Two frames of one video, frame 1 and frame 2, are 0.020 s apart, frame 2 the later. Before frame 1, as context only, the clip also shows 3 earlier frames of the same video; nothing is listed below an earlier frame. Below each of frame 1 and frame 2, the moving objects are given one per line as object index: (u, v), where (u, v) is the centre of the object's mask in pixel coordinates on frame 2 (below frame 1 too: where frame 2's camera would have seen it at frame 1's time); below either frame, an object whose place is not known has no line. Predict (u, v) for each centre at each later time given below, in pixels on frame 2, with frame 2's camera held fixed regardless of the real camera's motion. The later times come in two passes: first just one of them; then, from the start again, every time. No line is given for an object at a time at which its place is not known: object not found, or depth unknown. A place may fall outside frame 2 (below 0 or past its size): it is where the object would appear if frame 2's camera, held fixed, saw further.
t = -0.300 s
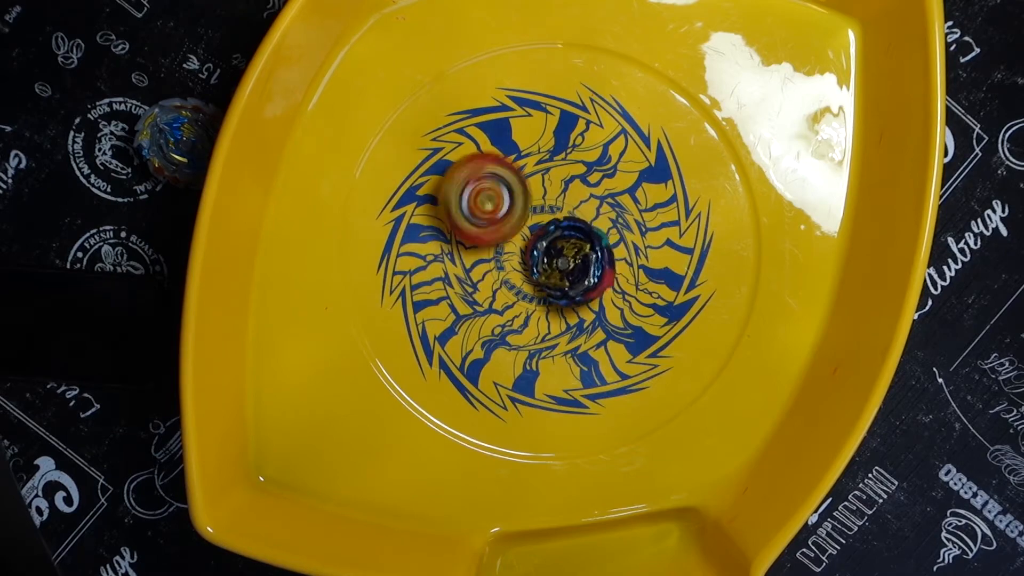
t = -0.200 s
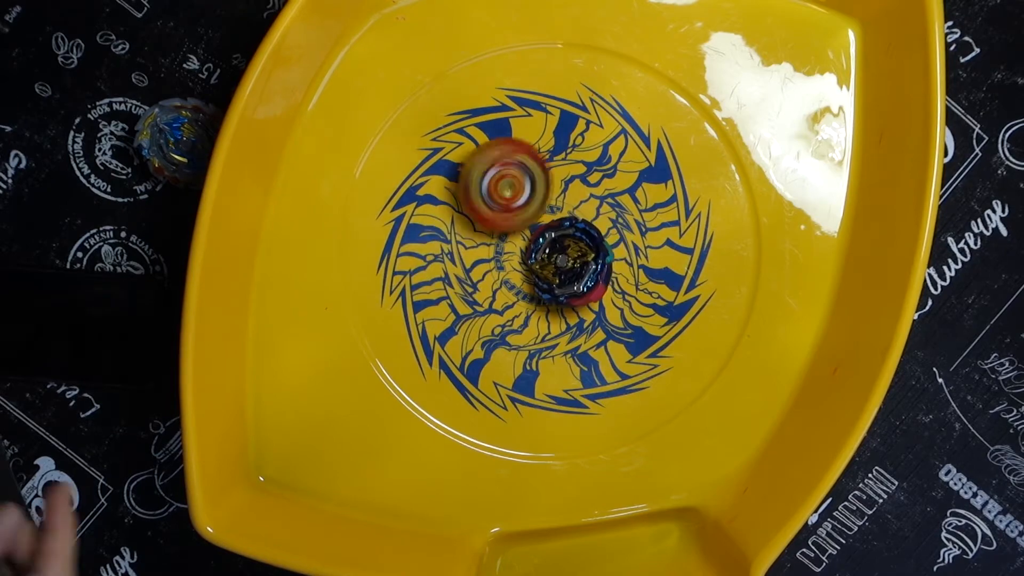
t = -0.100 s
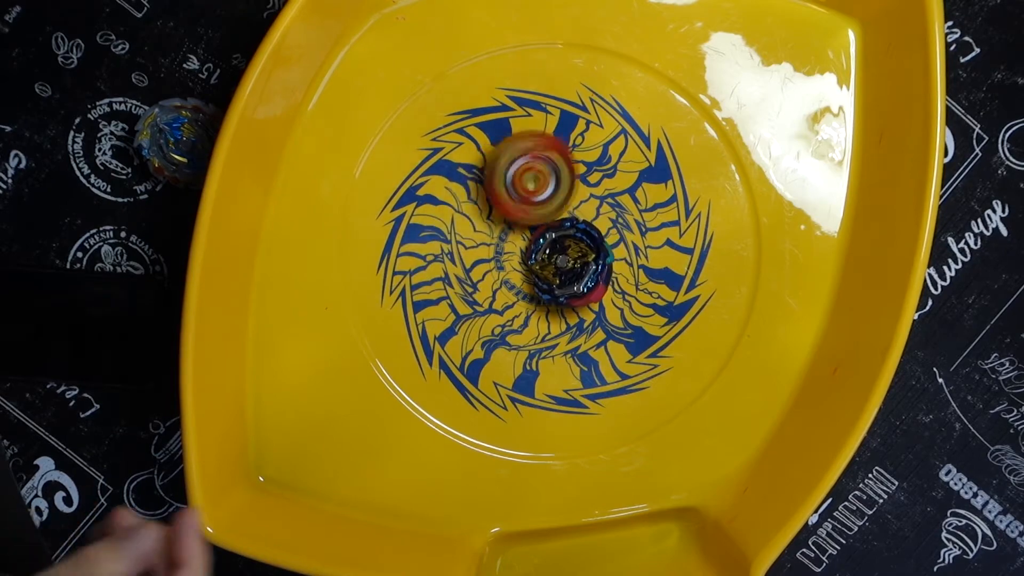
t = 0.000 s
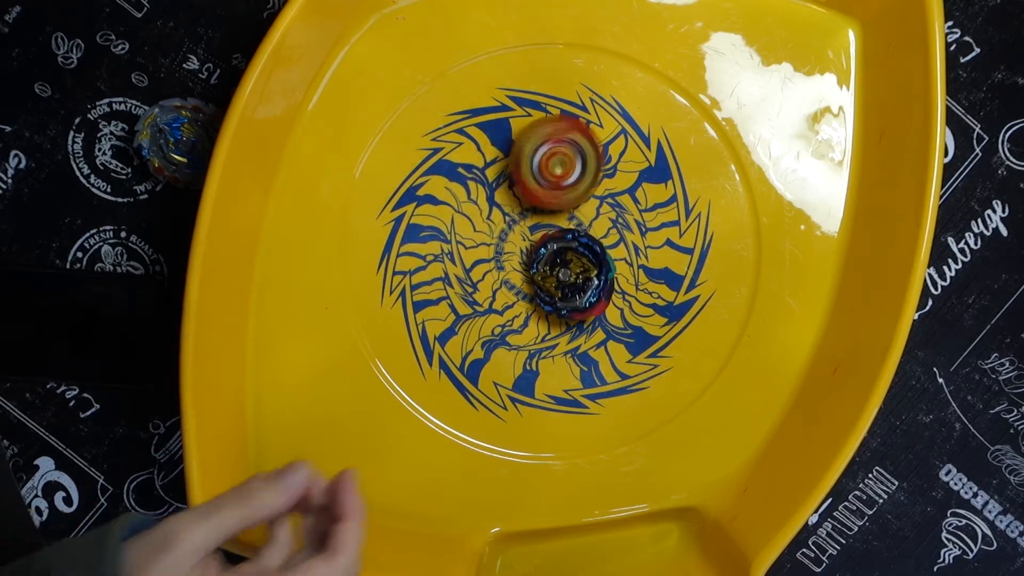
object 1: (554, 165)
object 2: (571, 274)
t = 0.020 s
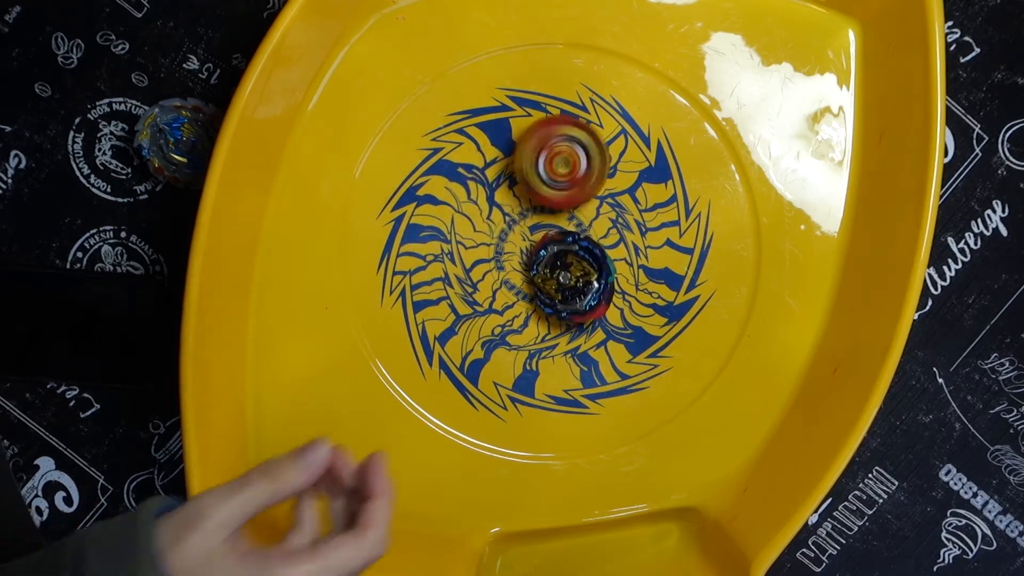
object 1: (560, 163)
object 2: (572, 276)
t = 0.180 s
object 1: (593, 166)
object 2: (575, 285)
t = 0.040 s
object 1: (565, 162)
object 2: (572, 279)
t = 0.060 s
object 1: (569, 160)
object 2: (572, 281)
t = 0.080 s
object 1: (572, 160)
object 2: (572, 283)
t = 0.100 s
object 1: (577, 161)
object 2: (573, 283)
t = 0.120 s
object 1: (582, 161)
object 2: (574, 284)
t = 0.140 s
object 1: (586, 162)
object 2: (575, 284)
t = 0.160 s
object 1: (590, 163)
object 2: (575, 284)
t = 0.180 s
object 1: (593, 166)
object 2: (575, 285)
